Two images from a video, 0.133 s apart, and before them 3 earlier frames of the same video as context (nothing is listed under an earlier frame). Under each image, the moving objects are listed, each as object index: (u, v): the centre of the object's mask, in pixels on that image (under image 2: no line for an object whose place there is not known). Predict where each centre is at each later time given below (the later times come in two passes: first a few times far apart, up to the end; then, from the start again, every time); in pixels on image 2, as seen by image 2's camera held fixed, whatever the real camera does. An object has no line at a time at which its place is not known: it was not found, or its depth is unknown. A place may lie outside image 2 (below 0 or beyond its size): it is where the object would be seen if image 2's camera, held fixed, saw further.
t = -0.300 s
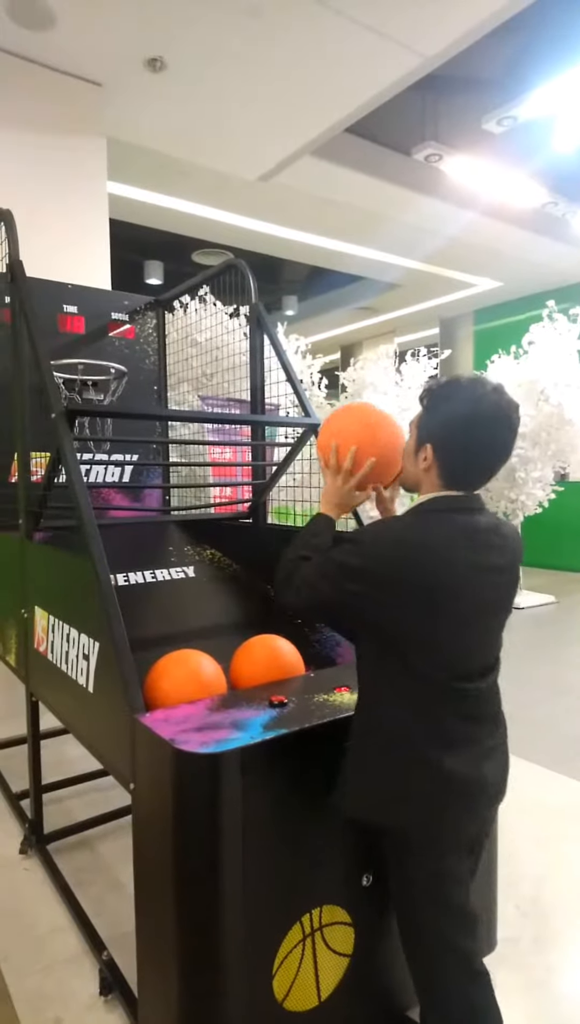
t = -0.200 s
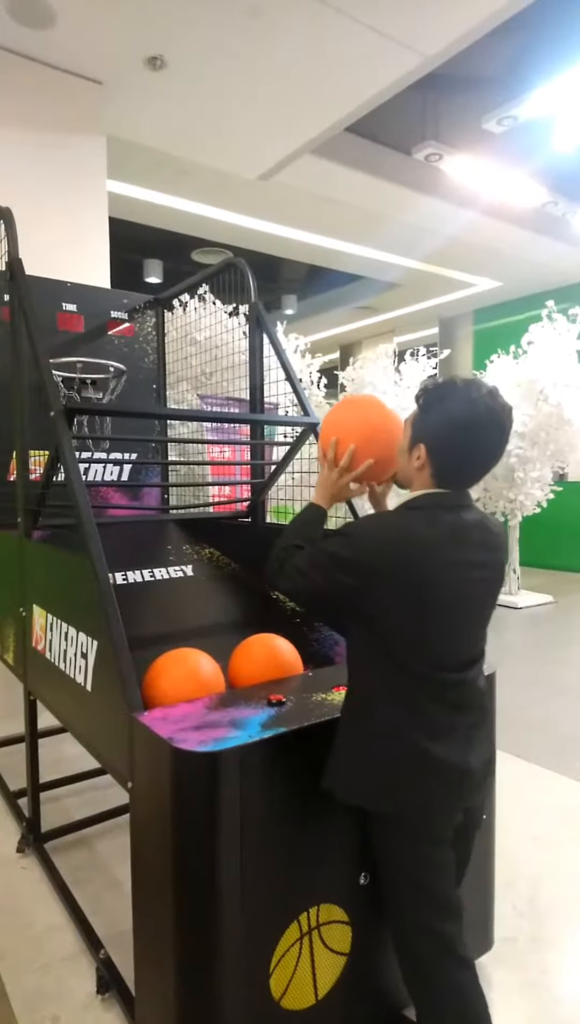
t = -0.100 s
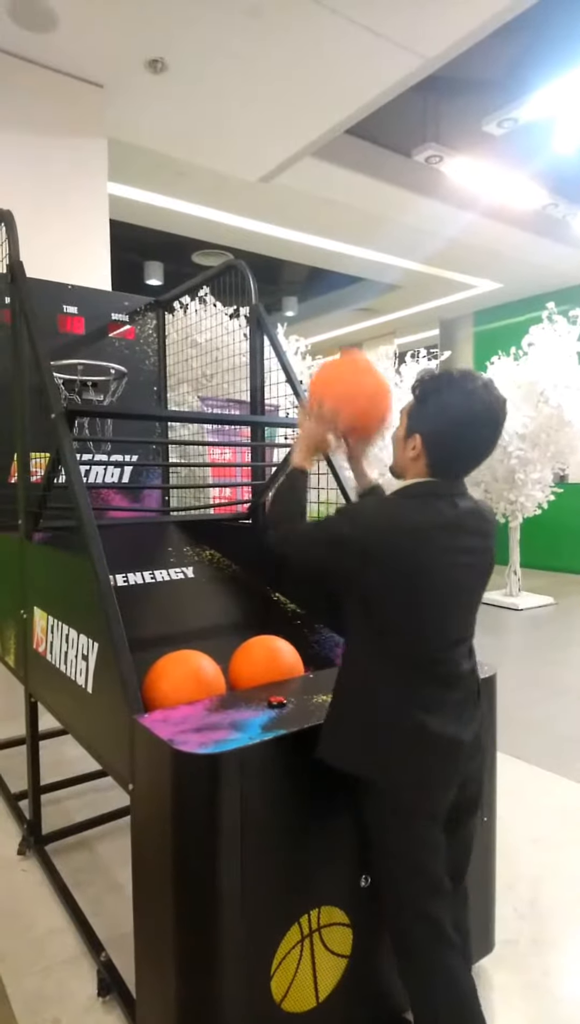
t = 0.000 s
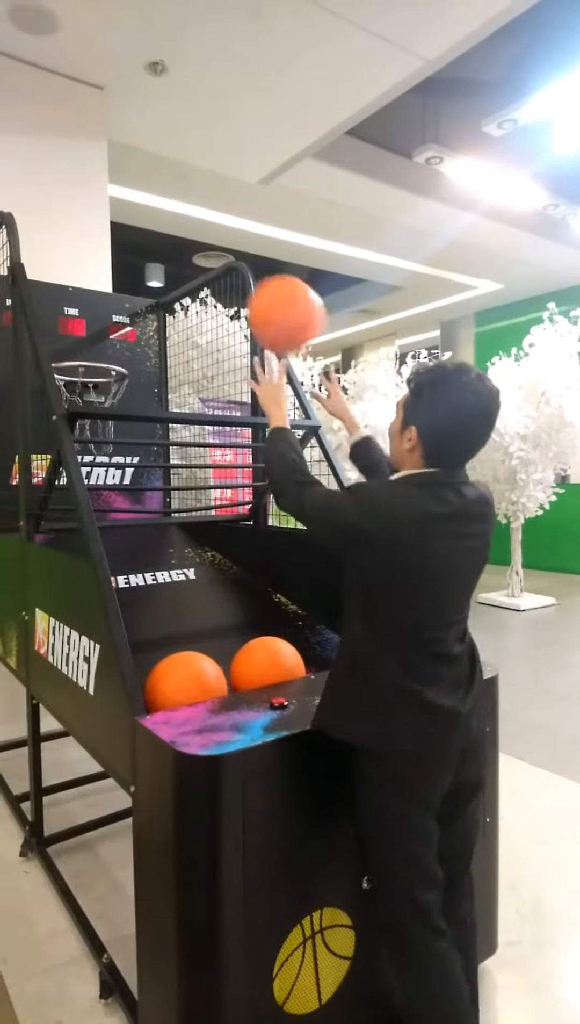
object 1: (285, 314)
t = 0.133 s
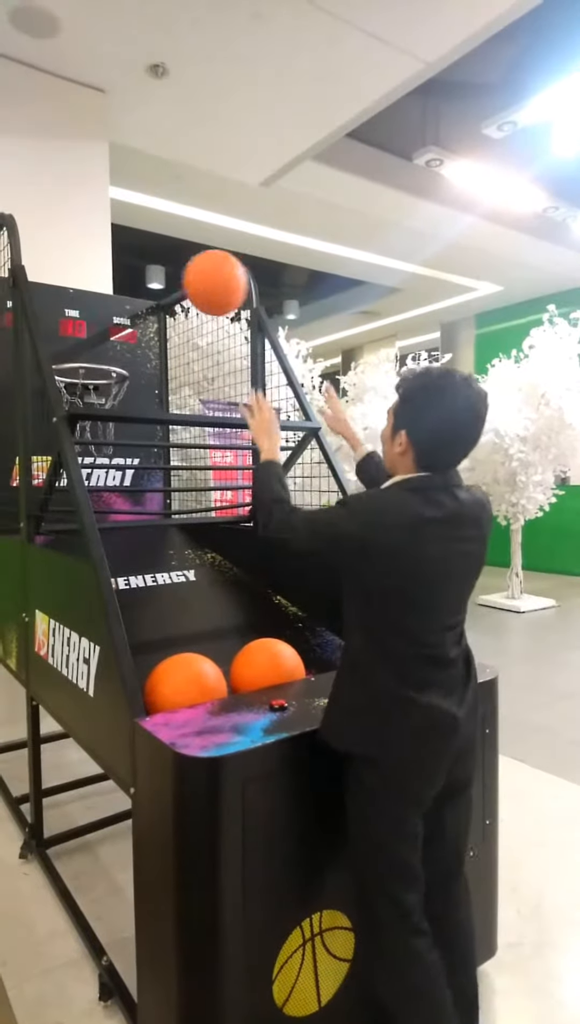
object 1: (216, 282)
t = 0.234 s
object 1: (178, 293)
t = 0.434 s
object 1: (135, 355)
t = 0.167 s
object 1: (202, 283)
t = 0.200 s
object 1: (190, 287)
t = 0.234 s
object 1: (178, 293)
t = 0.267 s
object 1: (168, 301)
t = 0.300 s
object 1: (159, 313)
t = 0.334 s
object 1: (151, 324)
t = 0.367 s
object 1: (143, 337)
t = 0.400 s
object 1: (136, 353)
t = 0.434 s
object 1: (135, 355)
